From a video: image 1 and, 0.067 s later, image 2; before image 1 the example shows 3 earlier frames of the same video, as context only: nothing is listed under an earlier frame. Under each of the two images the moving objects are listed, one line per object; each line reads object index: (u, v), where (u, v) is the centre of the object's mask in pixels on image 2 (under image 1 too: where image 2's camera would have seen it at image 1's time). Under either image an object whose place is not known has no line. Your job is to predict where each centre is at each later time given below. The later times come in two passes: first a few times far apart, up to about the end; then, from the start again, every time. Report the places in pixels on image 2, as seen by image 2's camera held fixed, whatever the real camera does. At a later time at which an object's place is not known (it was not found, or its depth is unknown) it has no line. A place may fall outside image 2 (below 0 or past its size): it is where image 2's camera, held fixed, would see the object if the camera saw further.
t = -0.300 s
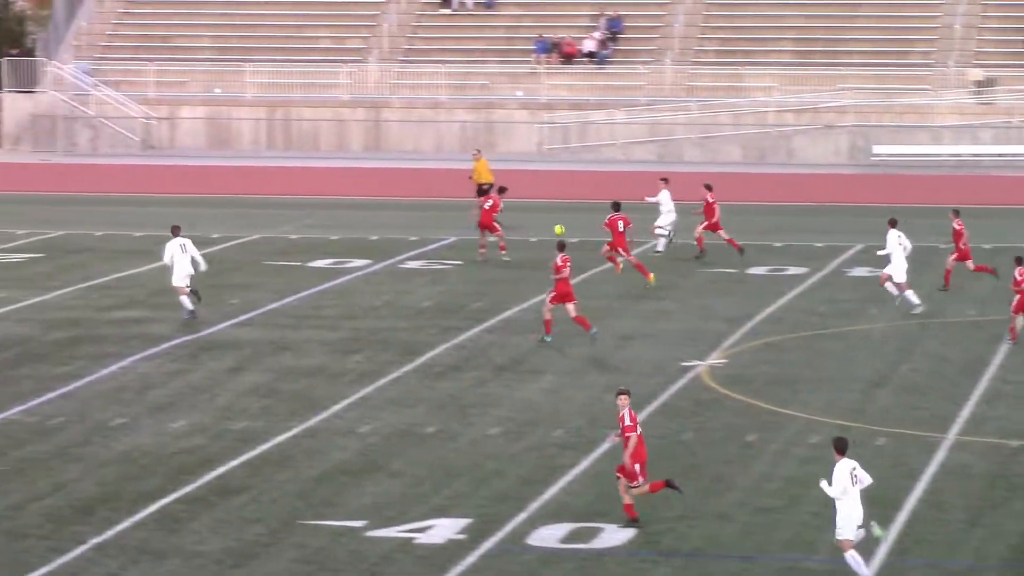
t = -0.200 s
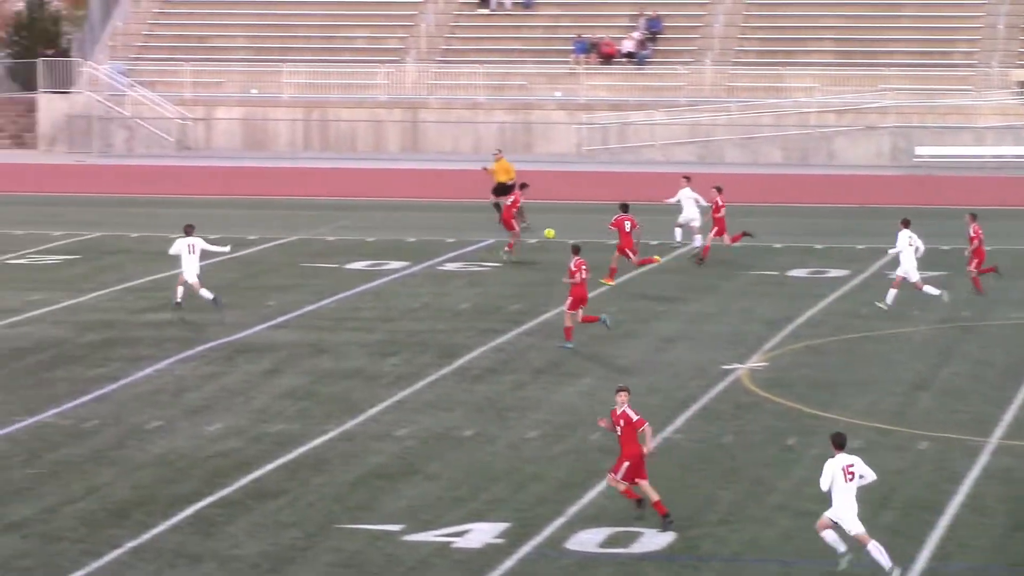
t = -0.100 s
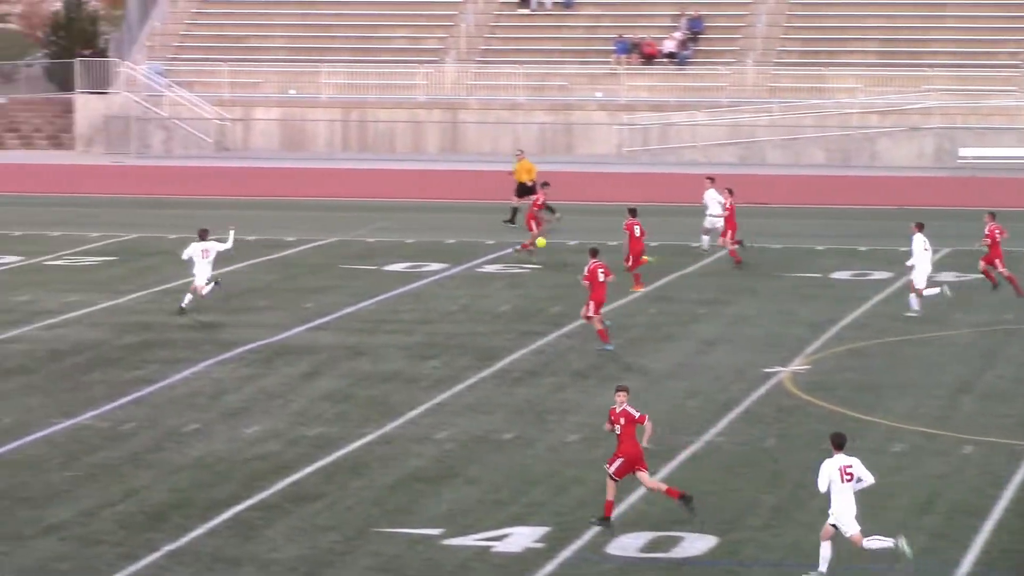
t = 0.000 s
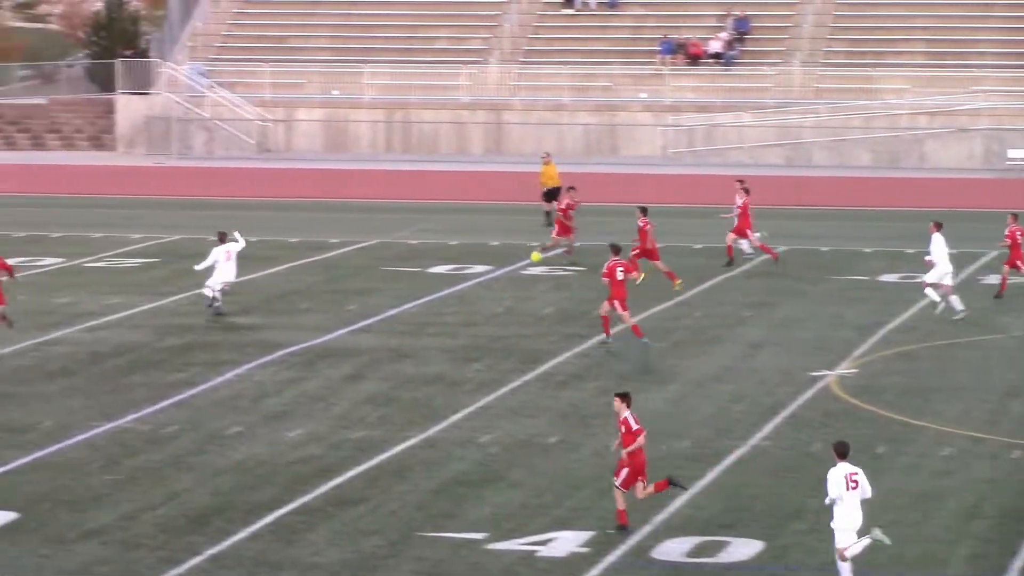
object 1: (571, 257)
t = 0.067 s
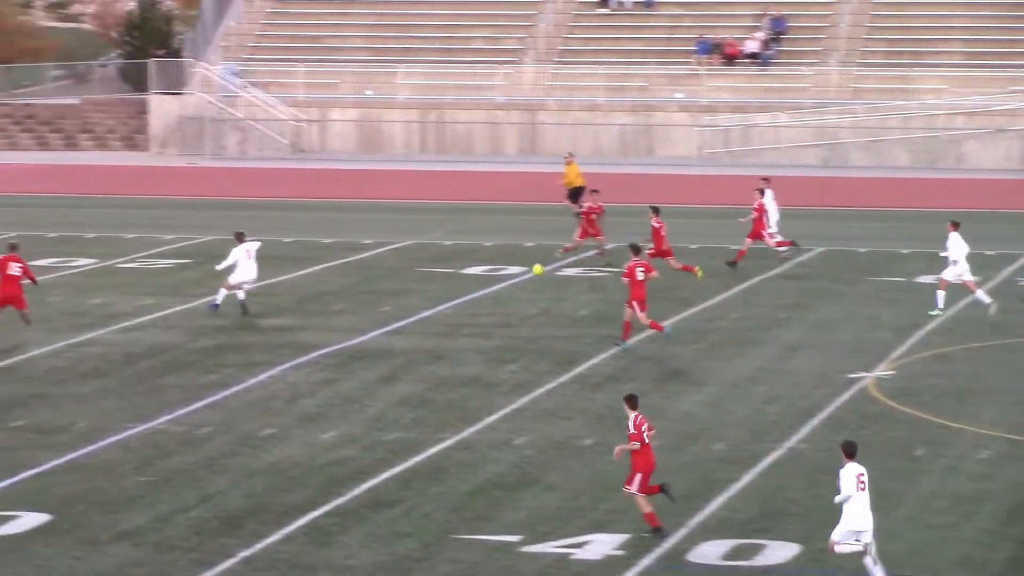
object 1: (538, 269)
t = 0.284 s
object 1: (449, 278)
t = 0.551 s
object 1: (354, 283)
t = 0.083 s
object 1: (529, 273)
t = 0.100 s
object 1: (522, 277)
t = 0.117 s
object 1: (513, 280)
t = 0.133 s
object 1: (505, 283)
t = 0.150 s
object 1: (497, 288)
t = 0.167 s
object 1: (490, 288)
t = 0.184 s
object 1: (484, 286)
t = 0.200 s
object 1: (478, 284)
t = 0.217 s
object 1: (472, 283)
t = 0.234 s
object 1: (466, 281)
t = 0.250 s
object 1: (460, 280)
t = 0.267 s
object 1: (454, 279)
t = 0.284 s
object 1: (449, 278)
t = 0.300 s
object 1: (442, 277)
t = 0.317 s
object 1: (436, 276)
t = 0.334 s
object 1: (430, 276)
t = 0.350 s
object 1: (424, 276)
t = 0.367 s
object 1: (418, 275)
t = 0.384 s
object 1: (412, 275)
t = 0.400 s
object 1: (406, 275)
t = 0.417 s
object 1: (400, 276)
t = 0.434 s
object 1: (394, 276)
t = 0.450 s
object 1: (389, 276)
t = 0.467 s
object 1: (383, 277)
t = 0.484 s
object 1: (377, 278)
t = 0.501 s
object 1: (371, 279)
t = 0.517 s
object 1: (365, 280)
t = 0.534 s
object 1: (359, 281)
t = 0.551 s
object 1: (354, 283)
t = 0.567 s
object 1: (347, 285)
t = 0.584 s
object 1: (342, 286)
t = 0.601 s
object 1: (336, 288)
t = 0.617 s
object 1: (330, 290)
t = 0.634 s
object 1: (324, 292)
